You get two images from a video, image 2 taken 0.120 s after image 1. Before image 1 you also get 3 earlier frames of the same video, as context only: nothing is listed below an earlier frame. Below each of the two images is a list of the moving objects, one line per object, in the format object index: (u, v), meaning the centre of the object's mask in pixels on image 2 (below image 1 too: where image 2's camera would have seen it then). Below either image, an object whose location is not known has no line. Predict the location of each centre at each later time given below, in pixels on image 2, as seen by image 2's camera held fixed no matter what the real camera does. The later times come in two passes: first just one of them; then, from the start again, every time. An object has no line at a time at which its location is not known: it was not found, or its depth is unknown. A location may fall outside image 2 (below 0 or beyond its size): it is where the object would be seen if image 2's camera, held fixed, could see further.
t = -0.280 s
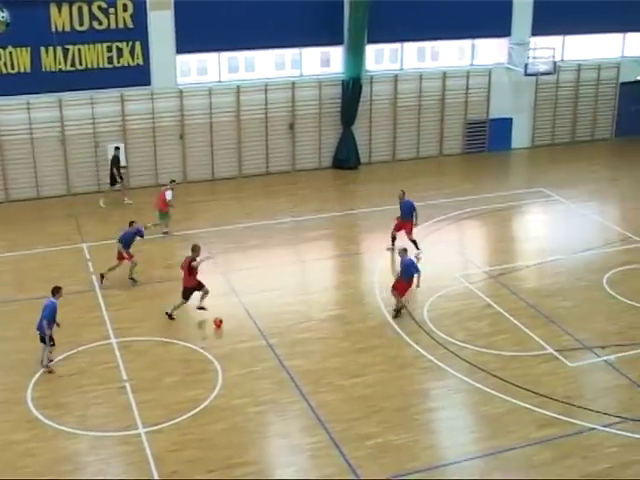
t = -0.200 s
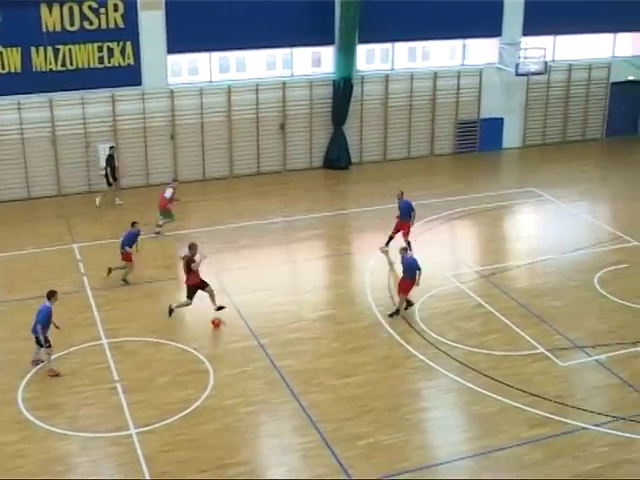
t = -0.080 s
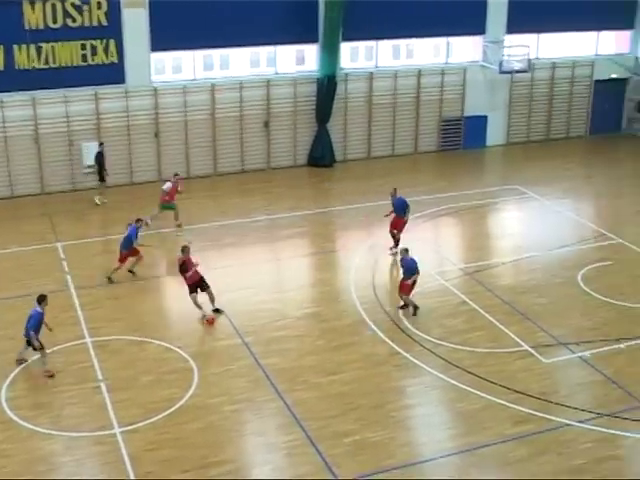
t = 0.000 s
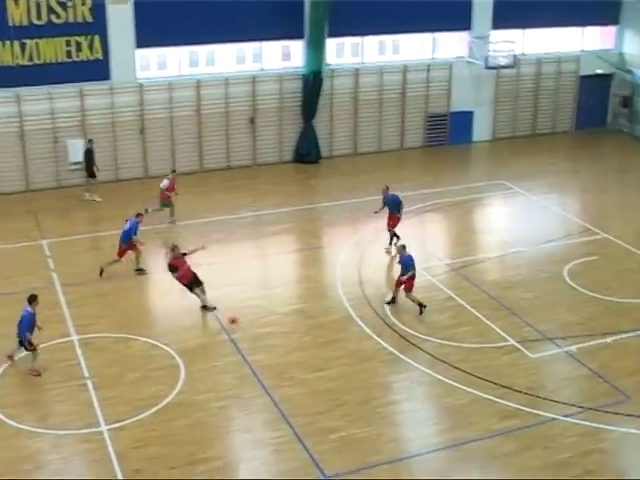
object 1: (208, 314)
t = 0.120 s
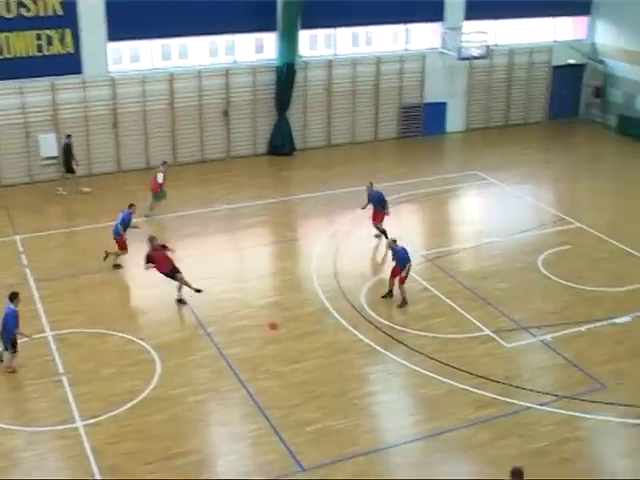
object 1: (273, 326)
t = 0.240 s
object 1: (342, 344)
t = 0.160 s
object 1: (295, 331)
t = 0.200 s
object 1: (319, 337)
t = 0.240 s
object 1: (342, 344)
